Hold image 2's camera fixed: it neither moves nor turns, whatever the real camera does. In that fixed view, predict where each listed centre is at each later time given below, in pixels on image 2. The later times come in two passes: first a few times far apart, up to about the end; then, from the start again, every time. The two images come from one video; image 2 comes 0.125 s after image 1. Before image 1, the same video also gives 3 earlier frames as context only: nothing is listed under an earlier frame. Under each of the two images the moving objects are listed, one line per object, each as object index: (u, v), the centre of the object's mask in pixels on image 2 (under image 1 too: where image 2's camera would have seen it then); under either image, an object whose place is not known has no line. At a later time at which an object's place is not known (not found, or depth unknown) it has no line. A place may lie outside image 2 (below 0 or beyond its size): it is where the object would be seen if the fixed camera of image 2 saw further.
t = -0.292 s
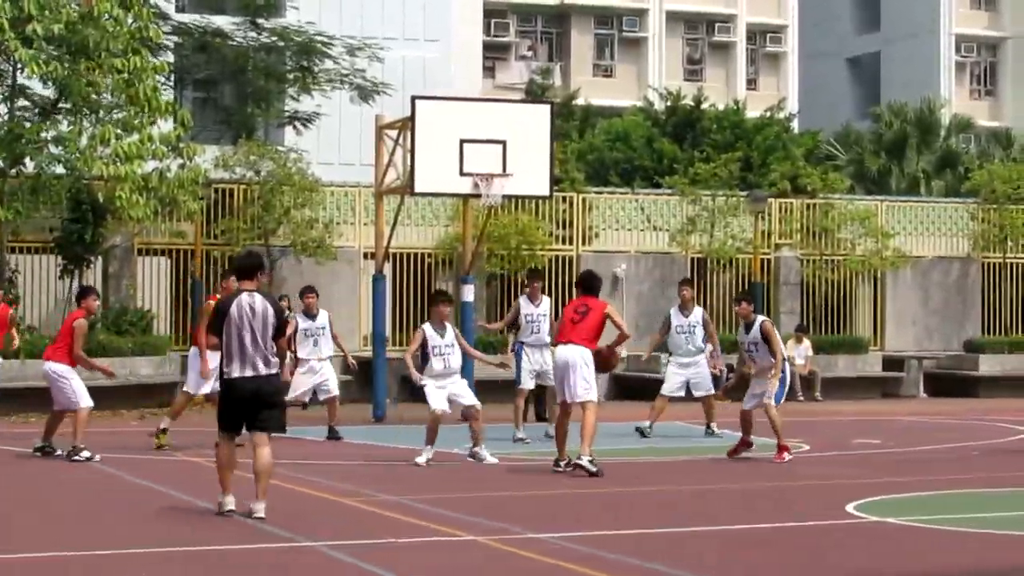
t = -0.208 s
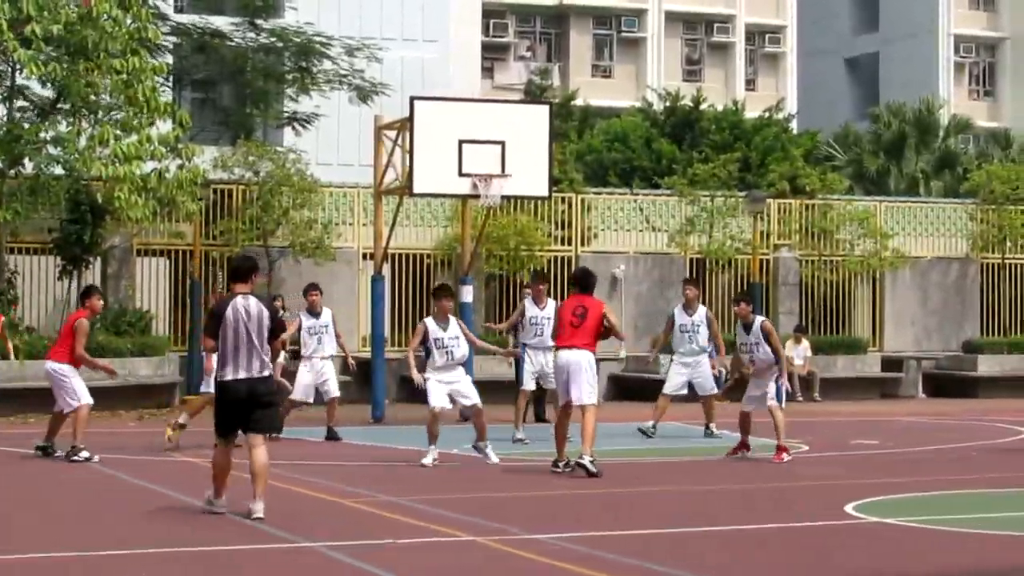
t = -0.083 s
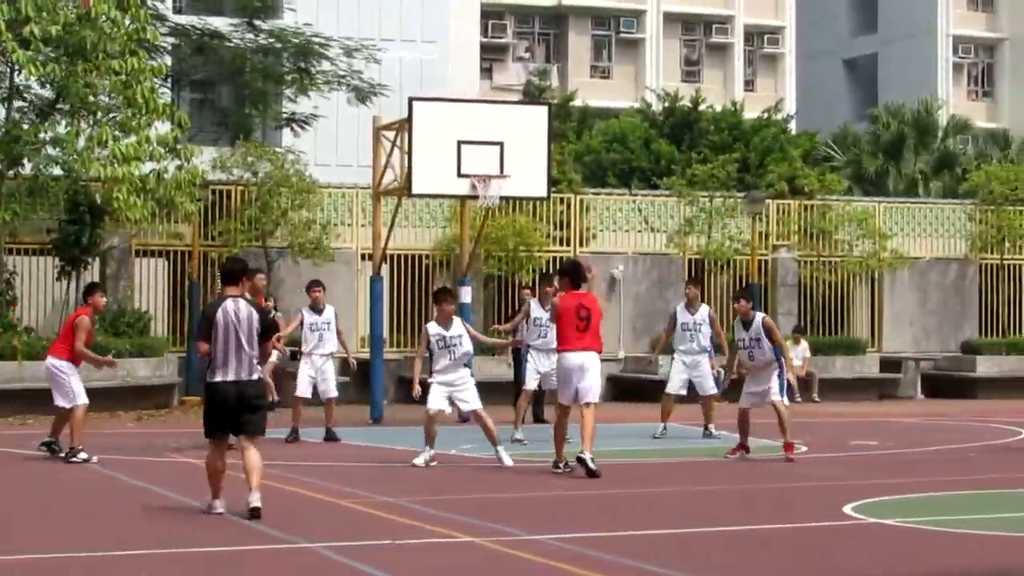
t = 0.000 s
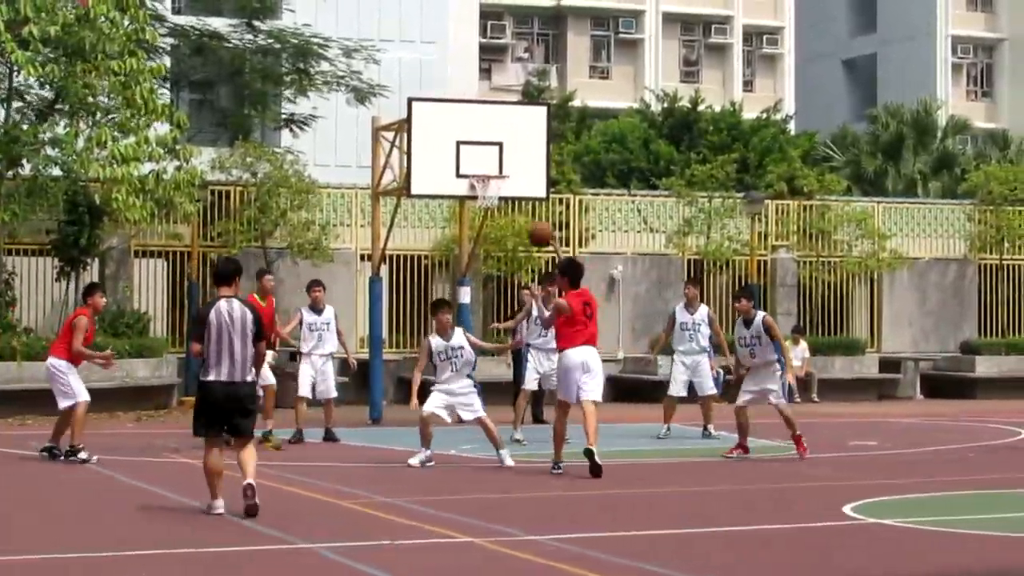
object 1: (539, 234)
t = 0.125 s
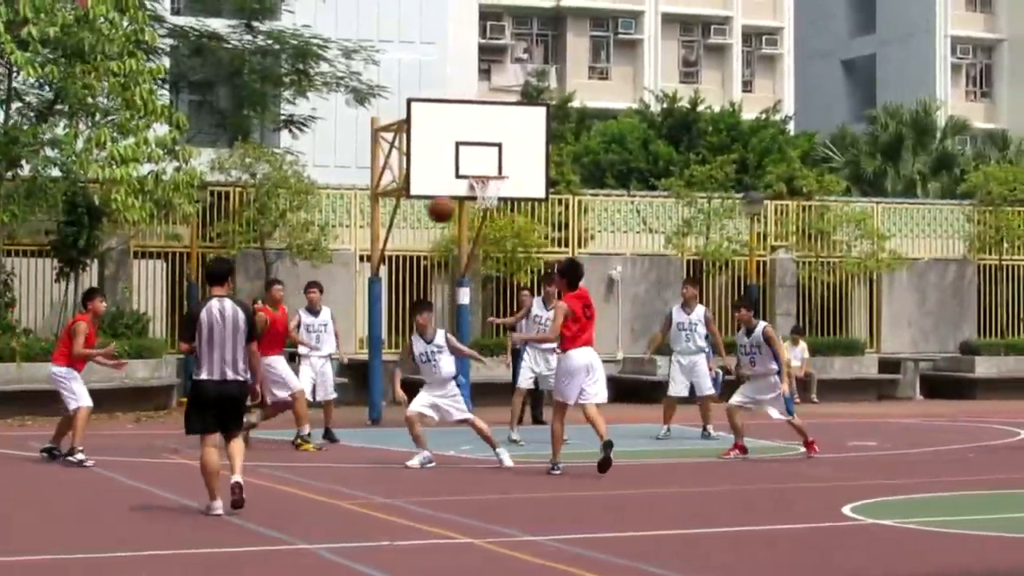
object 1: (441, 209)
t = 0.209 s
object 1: (376, 202)
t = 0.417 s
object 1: (217, 218)
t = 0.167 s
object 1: (408, 205)
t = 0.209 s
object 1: (376, 202)
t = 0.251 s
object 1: (344, 202)
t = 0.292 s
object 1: (311, 203)
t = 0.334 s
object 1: (279, 207)
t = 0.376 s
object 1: (248, 212)
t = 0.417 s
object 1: (217, 218)
